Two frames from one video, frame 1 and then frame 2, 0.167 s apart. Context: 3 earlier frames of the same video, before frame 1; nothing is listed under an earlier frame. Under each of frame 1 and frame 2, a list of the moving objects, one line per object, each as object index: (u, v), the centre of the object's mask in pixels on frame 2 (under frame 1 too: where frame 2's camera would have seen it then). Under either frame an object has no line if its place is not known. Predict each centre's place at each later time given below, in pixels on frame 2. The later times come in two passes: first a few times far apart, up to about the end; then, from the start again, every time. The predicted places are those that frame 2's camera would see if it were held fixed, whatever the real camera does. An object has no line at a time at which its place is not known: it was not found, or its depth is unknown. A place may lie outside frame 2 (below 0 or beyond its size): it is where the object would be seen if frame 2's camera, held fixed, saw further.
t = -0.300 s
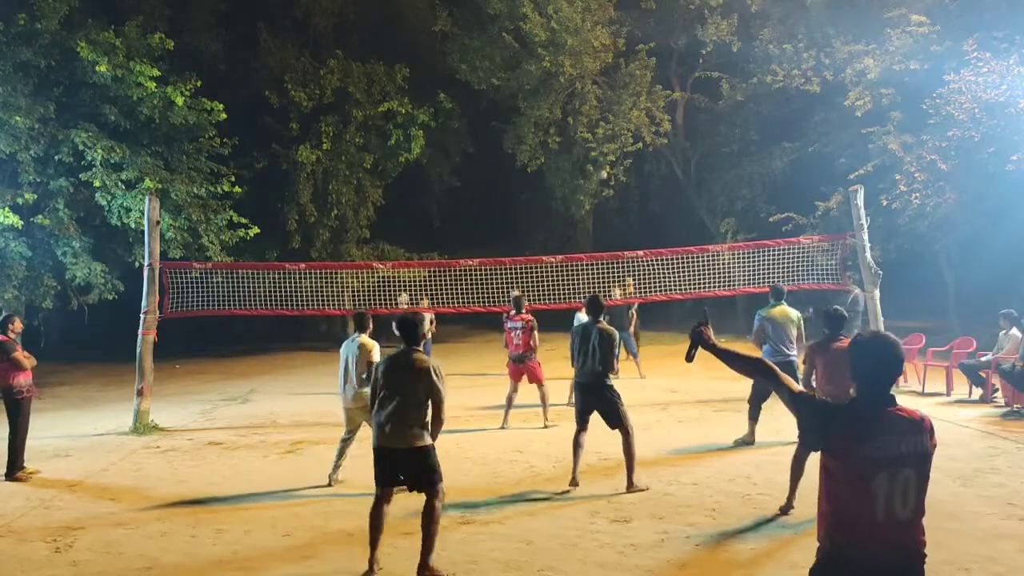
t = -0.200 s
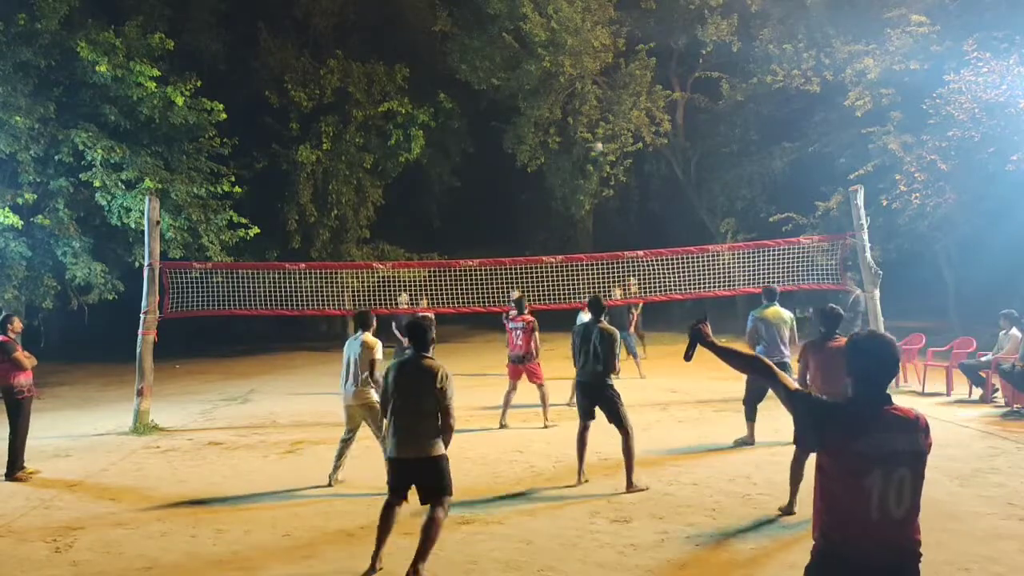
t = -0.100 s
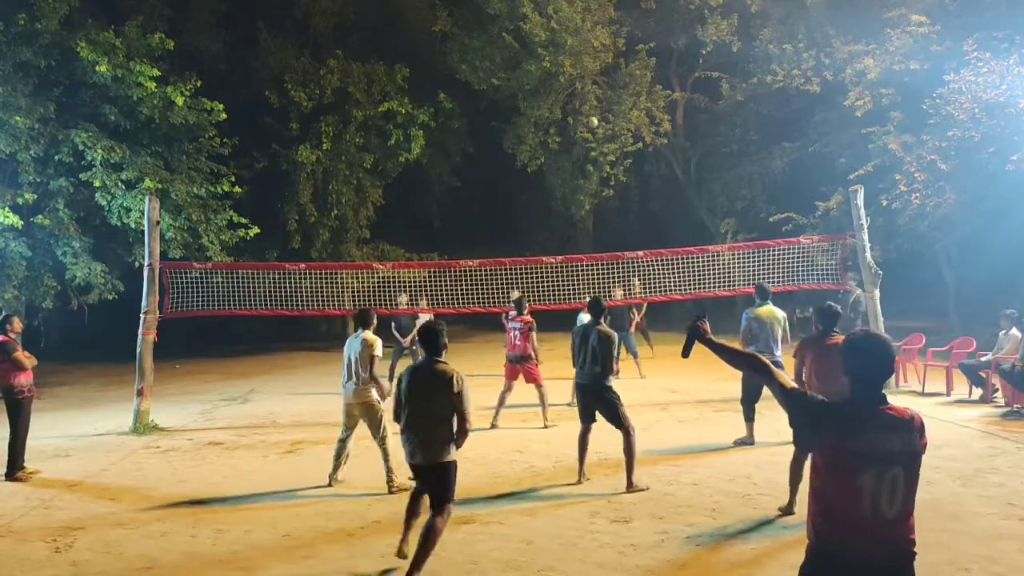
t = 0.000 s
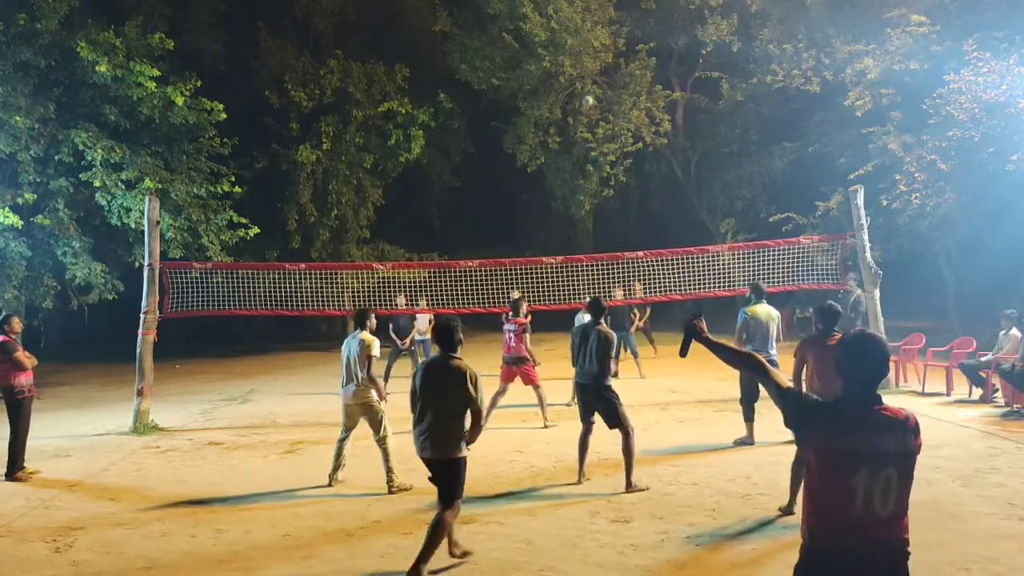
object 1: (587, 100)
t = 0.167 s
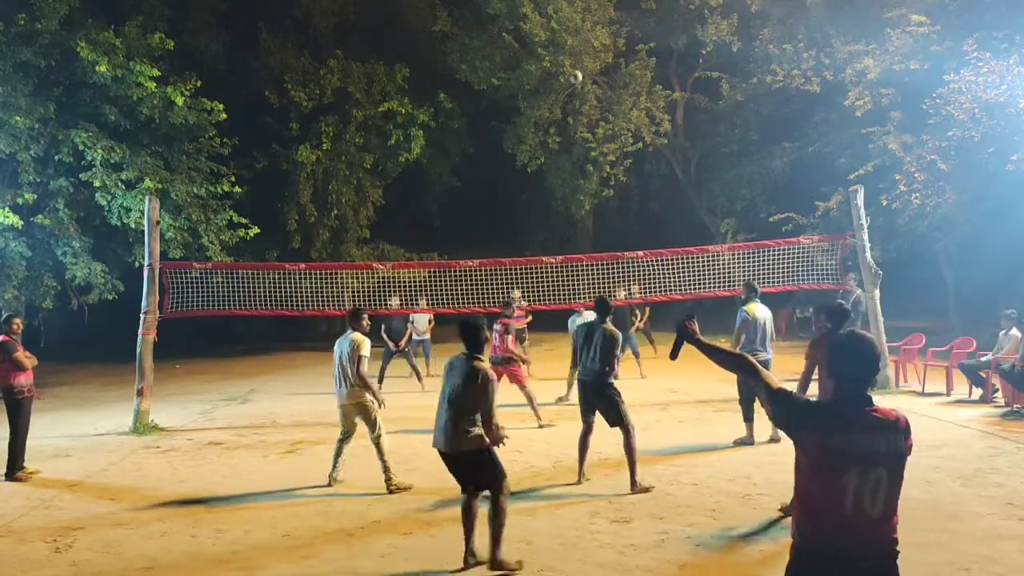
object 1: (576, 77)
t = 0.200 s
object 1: (574, 74)
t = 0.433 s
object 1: (551, 80)
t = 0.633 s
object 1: (524, 141)
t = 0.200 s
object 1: (574, 74)
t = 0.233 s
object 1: (570, 71)
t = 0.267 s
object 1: (568, 70)
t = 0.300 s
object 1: (565, 70)
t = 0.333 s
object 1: (562, 71)
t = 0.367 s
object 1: (559, 72)
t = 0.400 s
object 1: (555, 75)
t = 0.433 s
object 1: (551, 80)
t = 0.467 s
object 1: (547, 86)
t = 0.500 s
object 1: (544, 93)
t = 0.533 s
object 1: (541, 100)
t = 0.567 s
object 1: (535, 111)
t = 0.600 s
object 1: (530, 124)
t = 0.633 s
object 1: (524, 141)
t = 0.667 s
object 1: (519, 159)
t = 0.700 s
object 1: (512, 179)
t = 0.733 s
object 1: (506, 205)
